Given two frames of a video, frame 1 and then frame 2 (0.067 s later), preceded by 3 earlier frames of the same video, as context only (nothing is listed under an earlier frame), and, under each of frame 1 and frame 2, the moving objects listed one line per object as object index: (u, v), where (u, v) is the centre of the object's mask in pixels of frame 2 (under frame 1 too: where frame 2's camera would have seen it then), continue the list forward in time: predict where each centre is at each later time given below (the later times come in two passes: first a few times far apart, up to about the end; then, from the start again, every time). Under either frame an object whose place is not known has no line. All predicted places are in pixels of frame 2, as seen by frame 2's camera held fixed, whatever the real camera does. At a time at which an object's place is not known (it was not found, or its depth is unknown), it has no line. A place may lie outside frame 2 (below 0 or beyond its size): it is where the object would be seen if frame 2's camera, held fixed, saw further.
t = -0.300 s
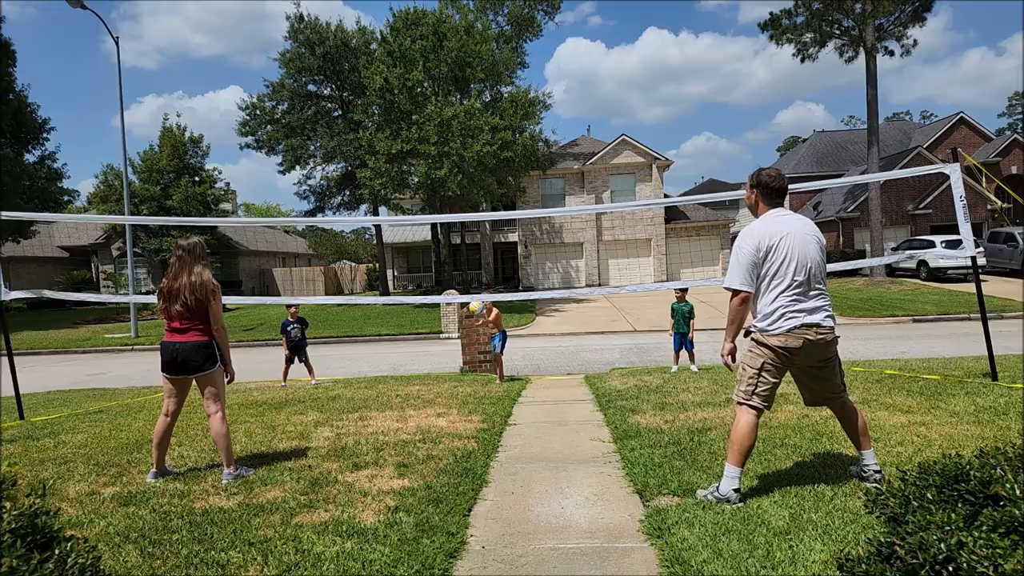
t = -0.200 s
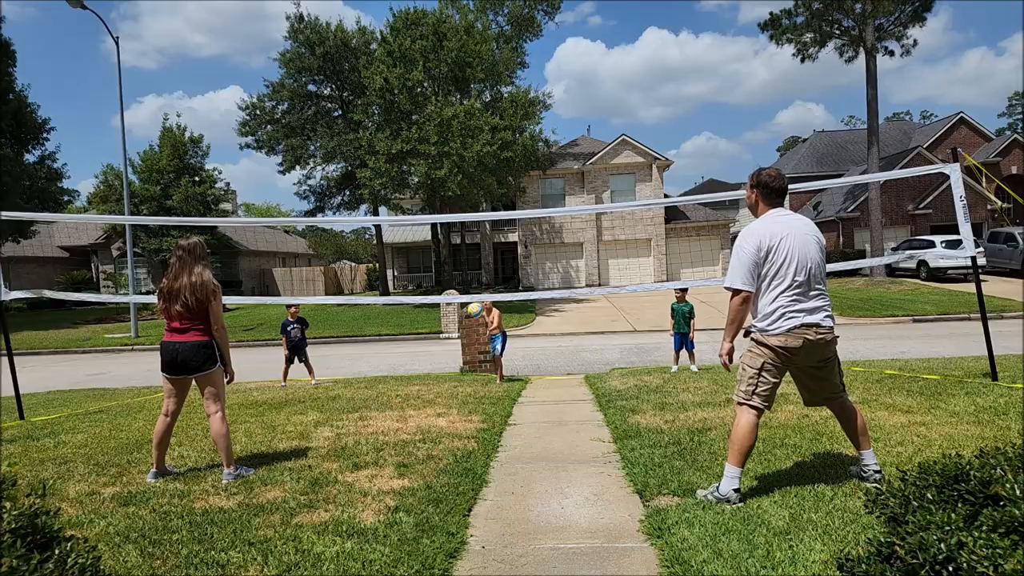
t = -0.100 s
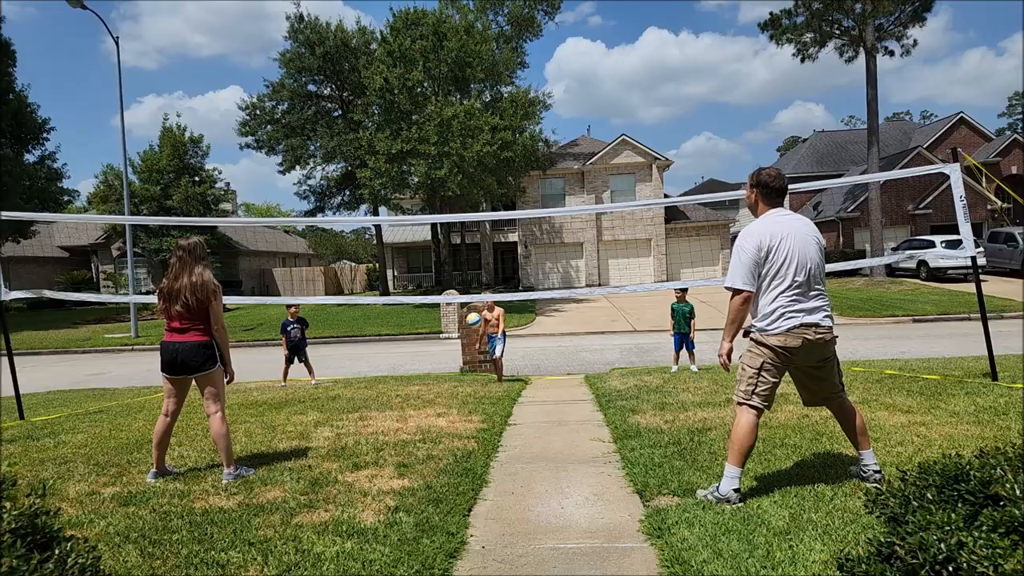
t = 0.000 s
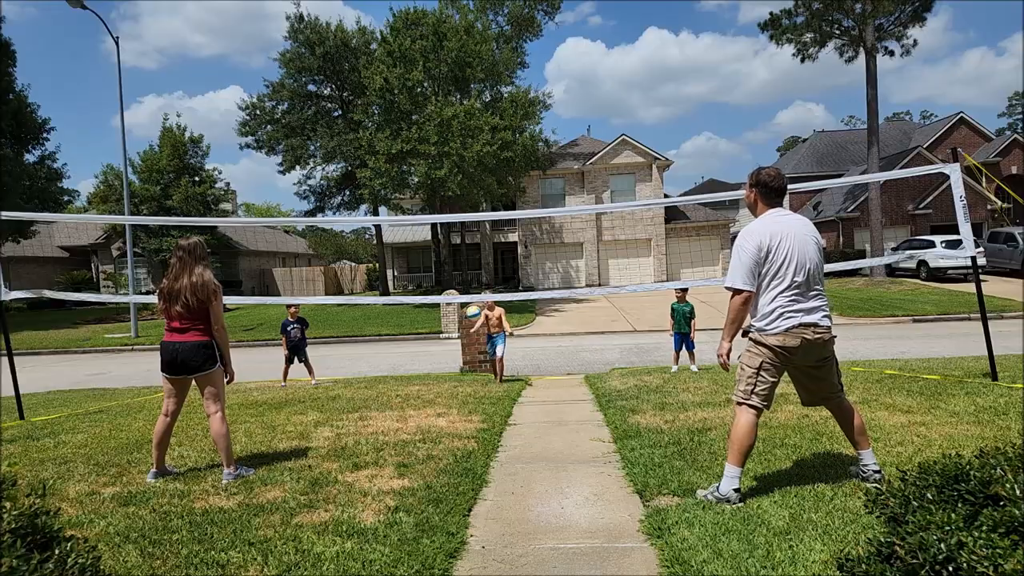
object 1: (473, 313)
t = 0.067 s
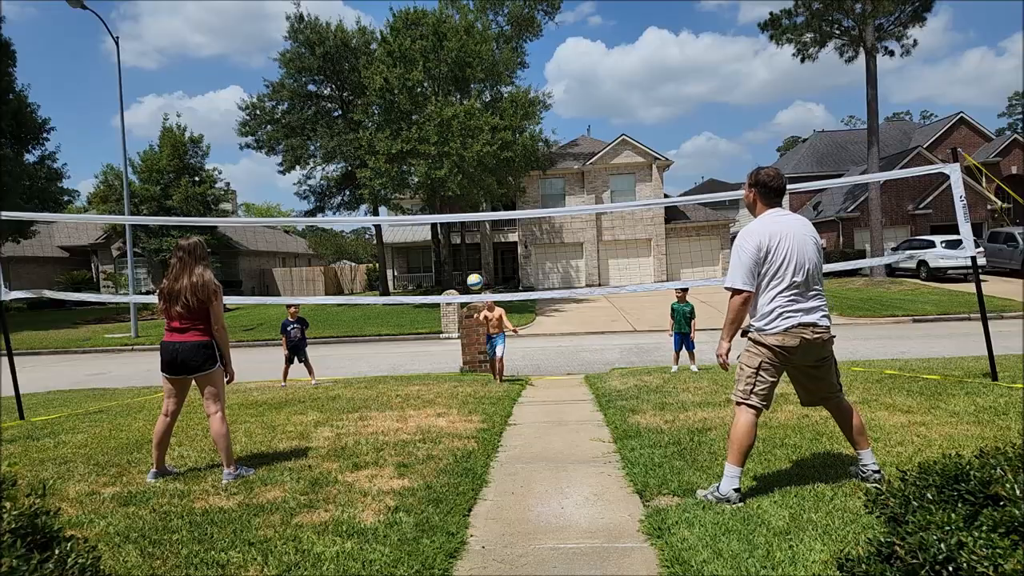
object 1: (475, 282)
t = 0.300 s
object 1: (482, 179)
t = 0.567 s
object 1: (498, 89)
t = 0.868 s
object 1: (535, 53)
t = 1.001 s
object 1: (560, 76)
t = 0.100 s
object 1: (475, 266)
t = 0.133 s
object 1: (476, 251)
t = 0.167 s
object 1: (477, 236)
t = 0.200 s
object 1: (478, 225)
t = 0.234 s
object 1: (479, 206)
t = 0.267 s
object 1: (481, 193)
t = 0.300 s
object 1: (482, 179)
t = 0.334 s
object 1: (483, 166)
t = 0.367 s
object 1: (485, 154)
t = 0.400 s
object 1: (487, 142)
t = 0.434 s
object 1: (489, 130)
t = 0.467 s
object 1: (491, 119)
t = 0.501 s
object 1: (493, 108)
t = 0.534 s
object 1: (496, 98)
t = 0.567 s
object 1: (498, 89)
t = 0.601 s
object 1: (501, 80)
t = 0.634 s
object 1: (505, 73)
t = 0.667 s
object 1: (508, 66)
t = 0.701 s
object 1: (512, 61)
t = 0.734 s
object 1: (516, 57)
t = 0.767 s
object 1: (520, 54)
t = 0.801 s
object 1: (524, 52)
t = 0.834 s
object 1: (529, 52)
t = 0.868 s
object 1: (535, 53)
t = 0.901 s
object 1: (540, 56)
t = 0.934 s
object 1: (547, 61)
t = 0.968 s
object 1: (553, 67)
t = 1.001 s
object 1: (560, 76)
